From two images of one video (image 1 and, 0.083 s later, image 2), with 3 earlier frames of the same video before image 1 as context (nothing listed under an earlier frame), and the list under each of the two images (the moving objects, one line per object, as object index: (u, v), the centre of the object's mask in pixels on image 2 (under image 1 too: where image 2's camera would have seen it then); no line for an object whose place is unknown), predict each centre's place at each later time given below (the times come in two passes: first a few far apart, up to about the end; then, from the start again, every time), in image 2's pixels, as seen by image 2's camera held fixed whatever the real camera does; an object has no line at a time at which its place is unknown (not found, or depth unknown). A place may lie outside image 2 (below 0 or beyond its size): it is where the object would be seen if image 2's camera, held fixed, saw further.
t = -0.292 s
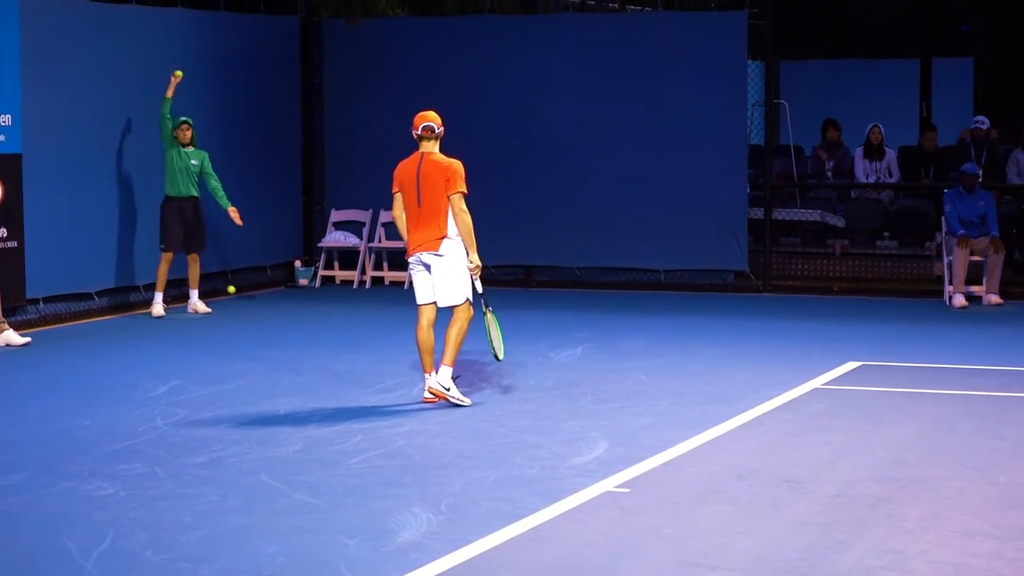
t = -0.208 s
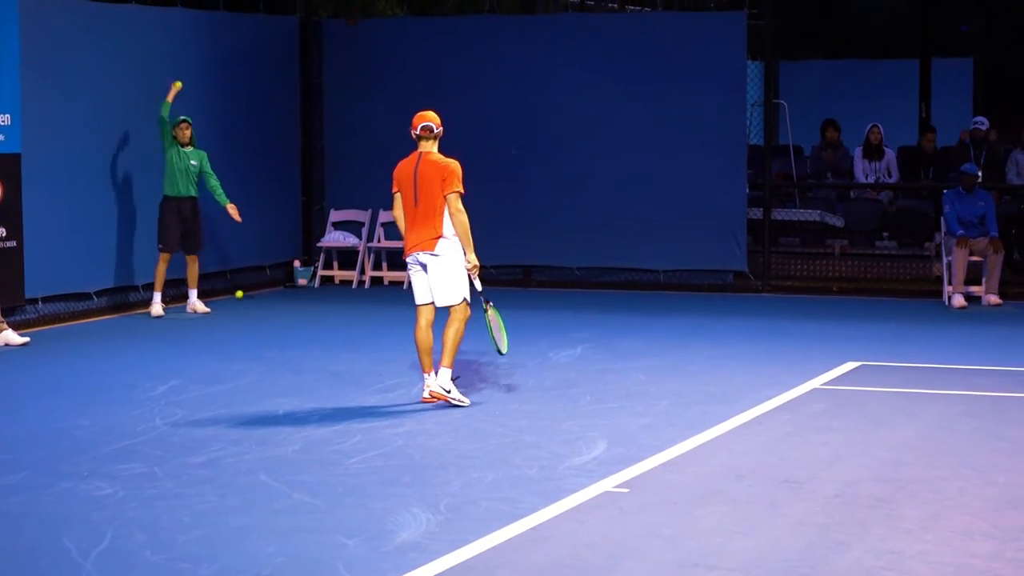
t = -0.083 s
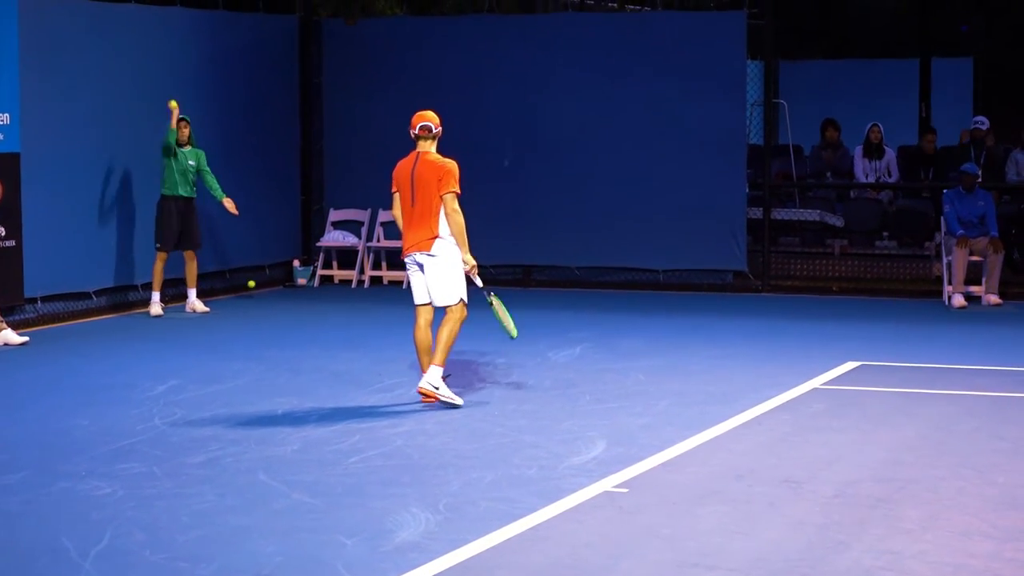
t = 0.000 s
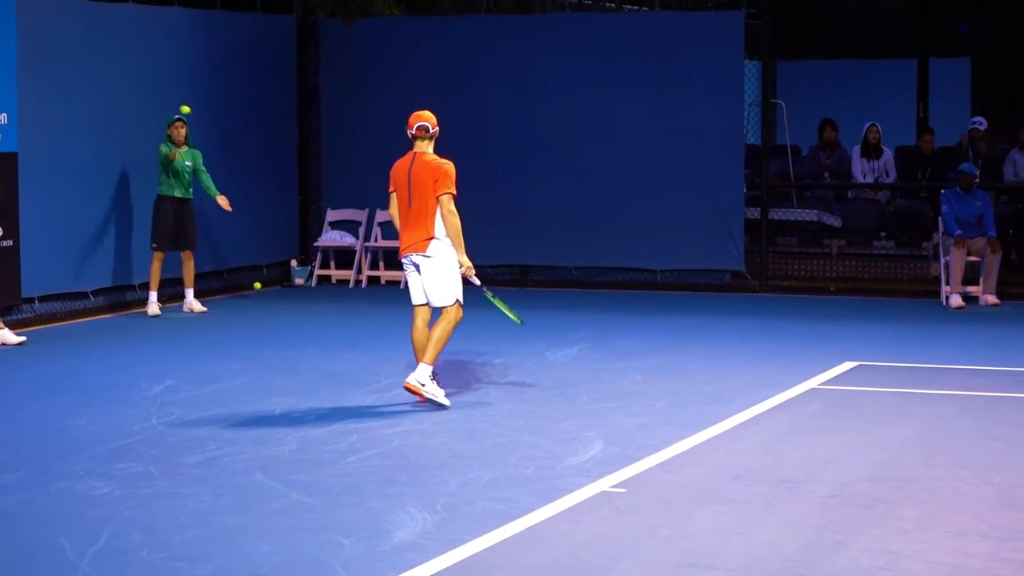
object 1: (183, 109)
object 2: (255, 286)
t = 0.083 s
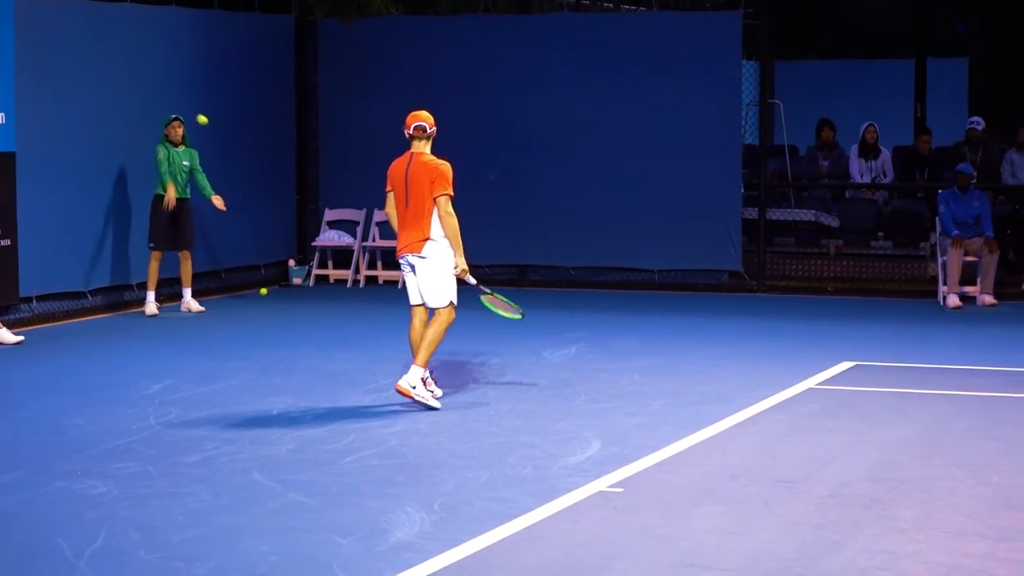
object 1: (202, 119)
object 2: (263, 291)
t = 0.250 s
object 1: (244, 166)
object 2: (279, 284)
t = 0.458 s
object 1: (303, 283)
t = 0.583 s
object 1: (342, 364)
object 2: (310, 284)
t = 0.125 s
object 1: (212, 128)
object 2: (267, 287)
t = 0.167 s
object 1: (222, 138)
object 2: (271, 285)
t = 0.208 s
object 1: (233, 151)
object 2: (275, 284)
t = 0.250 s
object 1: (244, 166)
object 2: (279, 284)
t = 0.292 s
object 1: (255, 184)
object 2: (282, 286)
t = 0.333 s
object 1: (267, 205)
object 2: (286, 288)
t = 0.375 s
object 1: (279, 228)
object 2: (290, 285)
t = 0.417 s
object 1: (291, 254)
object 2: (294, 283)
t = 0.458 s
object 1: (303, 283)
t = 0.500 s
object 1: (318, 315)
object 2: (302, 285)
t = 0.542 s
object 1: (331, 350)
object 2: (306, 286)
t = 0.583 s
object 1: (342, 364)
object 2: (310, 284)
